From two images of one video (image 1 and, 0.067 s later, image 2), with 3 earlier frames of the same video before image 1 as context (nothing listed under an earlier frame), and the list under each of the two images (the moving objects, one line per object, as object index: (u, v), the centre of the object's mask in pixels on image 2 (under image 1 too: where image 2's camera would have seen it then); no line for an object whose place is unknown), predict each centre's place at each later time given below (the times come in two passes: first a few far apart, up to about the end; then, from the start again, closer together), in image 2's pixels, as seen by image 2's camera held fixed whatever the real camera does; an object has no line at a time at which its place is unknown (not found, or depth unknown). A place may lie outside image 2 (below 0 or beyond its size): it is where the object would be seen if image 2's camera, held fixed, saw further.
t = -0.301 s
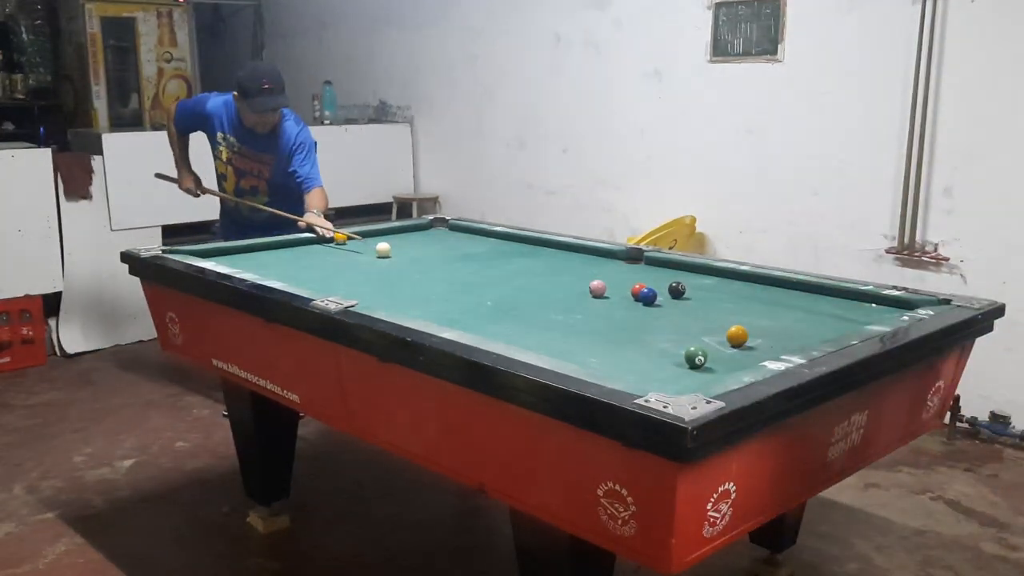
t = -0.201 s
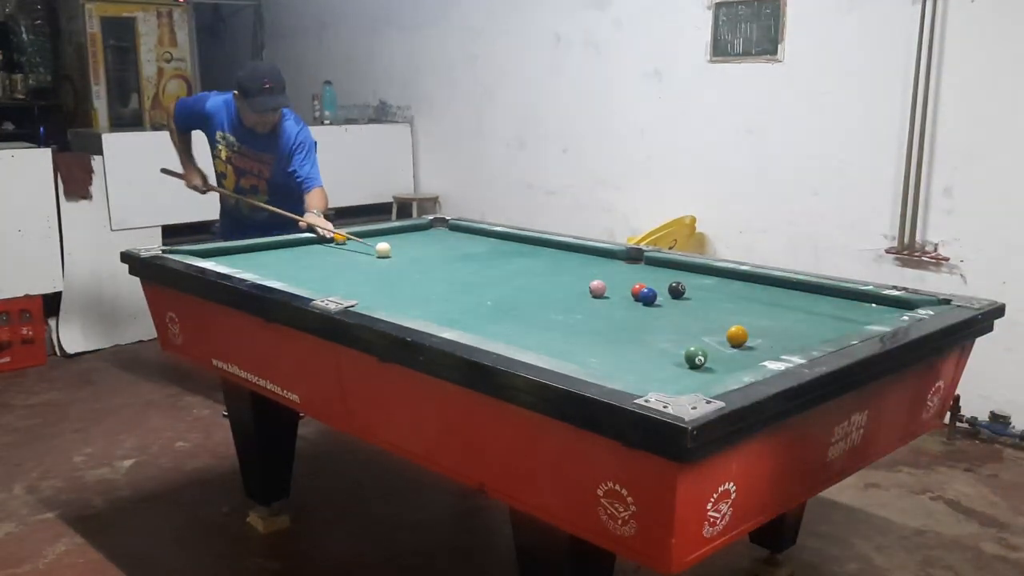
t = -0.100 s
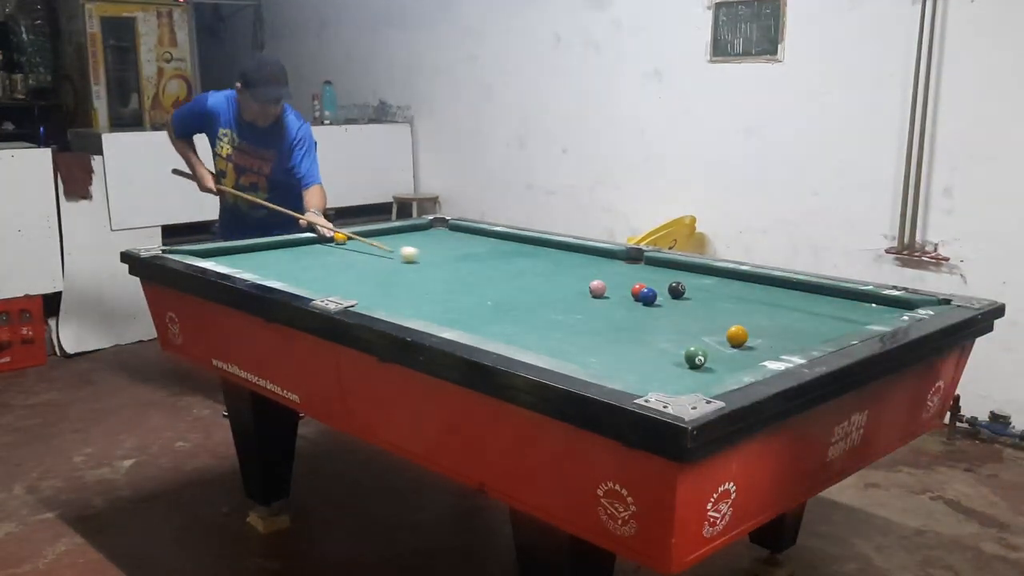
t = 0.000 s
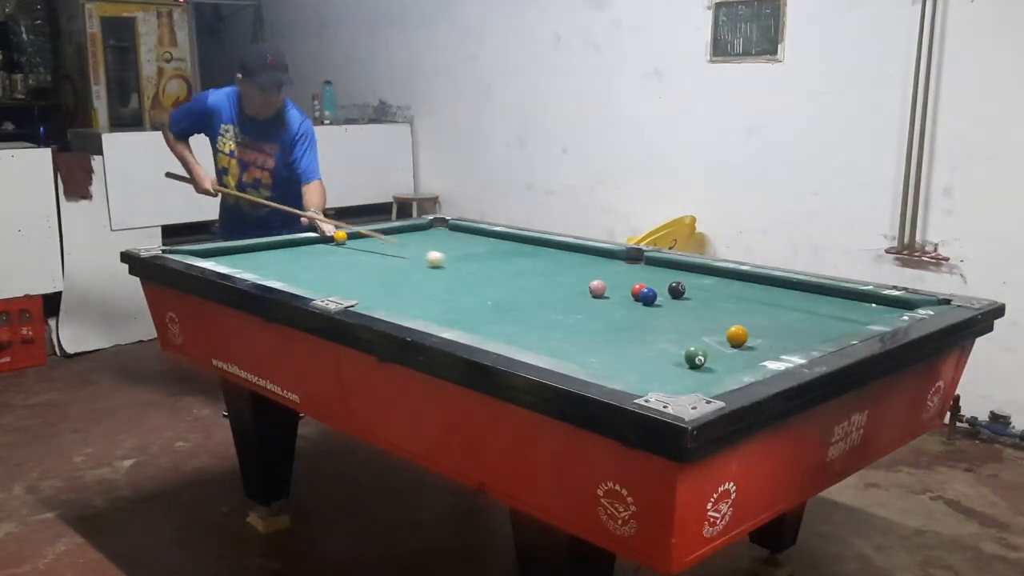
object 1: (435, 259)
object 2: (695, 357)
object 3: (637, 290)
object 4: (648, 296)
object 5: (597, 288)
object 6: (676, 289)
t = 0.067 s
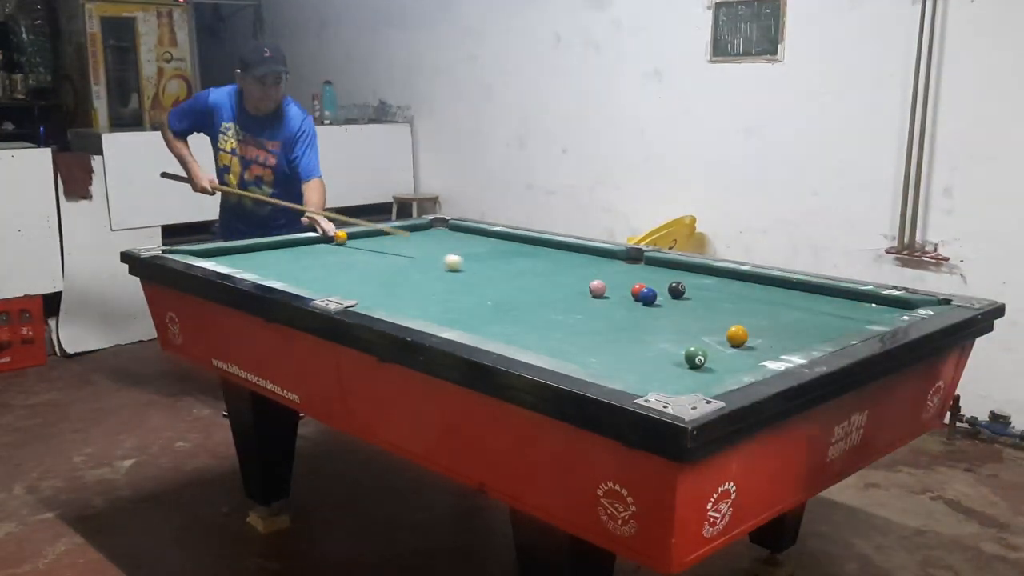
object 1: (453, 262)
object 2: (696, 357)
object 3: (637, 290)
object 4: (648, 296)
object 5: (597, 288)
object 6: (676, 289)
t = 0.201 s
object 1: (490, 270)
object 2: (696, 357)
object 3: (637, 290)
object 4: (648, 296)
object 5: (597, 288)
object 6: (676, 289)
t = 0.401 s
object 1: (551, 281)
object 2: (695, 357)
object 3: (637, 290)
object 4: (648, 296)
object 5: (597, 288)
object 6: (676, 290)
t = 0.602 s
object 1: (587, 292)
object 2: (695, 357)
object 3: (657, 288)
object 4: (649, 297)
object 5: (623, 290)
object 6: (676, 289)
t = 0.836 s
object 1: (611, 303)
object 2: (696, 357)
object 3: (696, 296)
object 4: (653, 300)
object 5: (628, 290)
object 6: (685, 287)
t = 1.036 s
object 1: (633, 314)
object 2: (696, 357)
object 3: (728, 299)
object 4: (657, 304)
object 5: (629, 290)
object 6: (695, 286)
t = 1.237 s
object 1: (657, 326)
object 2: (696, 357)
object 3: (759, 303)
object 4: (661, 306)
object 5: (629, 290)
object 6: (703, 284)
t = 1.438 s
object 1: (682, 338)
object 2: (695, 357)
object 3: (791, 306)
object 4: (664, 309)
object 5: (628, 290)
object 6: (711, 282)
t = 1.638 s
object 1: (711, 350)
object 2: (695, 358)
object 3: (821, 310)
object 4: (668, 311)
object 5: (627, 290)
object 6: (717, 280)
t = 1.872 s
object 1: (749, 358)
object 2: (687, 365)
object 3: (856, 313)
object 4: (671, 314)
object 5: (627, 290)
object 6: (723, 279)
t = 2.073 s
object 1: (734, 359)
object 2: (682, 370)
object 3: (884, 314)
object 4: (675, 316)
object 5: (627, 290)
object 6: (727, 278)
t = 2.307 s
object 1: (711, 354)
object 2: (677, 377)
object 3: (880, 313)
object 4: (678, 317)
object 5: (627, 290)
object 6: (732, 277)
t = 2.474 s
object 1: (696, 351)
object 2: (673, 381)
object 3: (872, 311)
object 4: (681, 318)
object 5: (627, 290)
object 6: (734, 277)
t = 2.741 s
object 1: (673, 346)
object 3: (861, 308)
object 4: (683, 319)
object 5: (627, 290)
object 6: (736, 277)
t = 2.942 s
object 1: (660, 344)
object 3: (854, 306)
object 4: (684, 319)
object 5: (627, 290)
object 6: (735, 278)
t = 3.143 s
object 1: (648, 341)
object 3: (849, 304)
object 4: (684, 319)
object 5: (627, 290)
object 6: (735, 278)
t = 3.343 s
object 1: (638, 339)
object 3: (845, 303)
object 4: (684, 319)
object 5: (627, 290)
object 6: (735, 277)
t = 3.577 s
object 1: (628, 338)
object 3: (842, 302)
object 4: (684, 319)
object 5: (627, 290)
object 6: (734, 278)
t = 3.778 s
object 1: (623, 337)
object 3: (841, 301)
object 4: (684, 319)
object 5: (627, 290)
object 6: (735, 277)
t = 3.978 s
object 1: (619, 336)
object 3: (841, 301)
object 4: (684, 319)
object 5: (627, 290)
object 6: (735, 277)
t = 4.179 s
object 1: (617, 336)
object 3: (841, 301)
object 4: (684, 319)
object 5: (627, 290)
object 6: (735, 277)
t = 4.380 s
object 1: (617, 336)
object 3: (840, 301)
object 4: (684, 319)
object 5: (627, 290)
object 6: (735, 277)
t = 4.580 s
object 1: (617, 336)
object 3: (841, 301)
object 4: (684, 319)
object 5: (627, 290)
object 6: (735, 277)
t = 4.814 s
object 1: (617, 336)
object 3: (840, 301)
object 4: (684, 319)
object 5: (627, 290)
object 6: (735, 277)
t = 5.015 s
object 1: (617, 336)
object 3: (841, 301)
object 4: (684, 319)
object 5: (627, 290)
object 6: (735, 277)
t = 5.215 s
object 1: (617, 336)
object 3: (838, 303)
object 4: (684, 319)
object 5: (627, 290)
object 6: (735, 277)
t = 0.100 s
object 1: (462, 264)
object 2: (696, 357)
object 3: (637, 290)
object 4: (648, 296)
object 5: (597, 288)
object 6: (676, 289)
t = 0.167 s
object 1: (481, 267)
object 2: (695, 357)
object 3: (637, 290)
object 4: (648, 296)
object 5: (597, 288)
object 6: (676, 289)
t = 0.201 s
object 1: (490, 270)
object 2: (696, 357)
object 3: (637, 290)
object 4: (648, 296)
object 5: (597, 288)
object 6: (676, 289)
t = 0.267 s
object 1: (509, 273)
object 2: (696, 357)
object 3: (637, 290)
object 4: (648, 296)
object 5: (597, 288)
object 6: (676, 289)
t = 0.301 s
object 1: (519, 275)
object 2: (695, 357)
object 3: (637, 290)
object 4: (648, 296)
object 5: (597, 288)
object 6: (676, 289)
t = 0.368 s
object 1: (540, 279)
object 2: (695, 357)
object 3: (637, 290)
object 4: (648, 296)
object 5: (597, 288)
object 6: (676, 290)
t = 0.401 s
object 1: (551, 281)
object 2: (695, 357)
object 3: (637, 290)
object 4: (648, 296)
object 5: (597, 288)
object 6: (676, 290)
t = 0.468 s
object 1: (571, 285)
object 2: (695, 357)
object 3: (637, 290)
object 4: (648, 296)
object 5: (597, 288)
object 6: (676, 289)
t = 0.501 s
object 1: (579, 287)
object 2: (695, 357)
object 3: (637, 290)
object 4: (648, 296)
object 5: (601, 288)
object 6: (676, 289)
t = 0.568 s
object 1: (584, 290)
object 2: (695, 357)
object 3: (639, 288)
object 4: (648, 296)
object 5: (622, 290)
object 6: (676, 289)
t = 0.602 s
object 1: (587, 292)
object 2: (695, 357)
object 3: (657, 288)
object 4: (649, 297)
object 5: (623, 290)
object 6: (676, 289)
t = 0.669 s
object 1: (594, 295)
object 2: (696, 357)
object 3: (670, 293)
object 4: (650, 298)
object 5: (625, 290)
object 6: (680, 288)
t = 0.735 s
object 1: (601, 298)
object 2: (696, 357)
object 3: (681, 294)
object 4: (651, 299)
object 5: (626, 290)
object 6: (681, 283)
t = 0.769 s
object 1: (604, 300)
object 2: (696, 357)
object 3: (685, 294)
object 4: (652, 299)
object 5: (627, 290)
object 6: (682, 284)
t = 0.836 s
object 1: (611, 303)
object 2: (696, 357)
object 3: (696, 296)
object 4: (653, 300)
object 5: (628, 290)
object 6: (685, 287)
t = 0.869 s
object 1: (615, 306)
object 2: (696, 357)
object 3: (702, 296)
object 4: (654, 301)
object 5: (628, 290)
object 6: (687, 287)
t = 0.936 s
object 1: (622, 309)
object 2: (696, 357)
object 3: (712, 297)
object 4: (655, 302)
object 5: (629, 289)
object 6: (691, 287)
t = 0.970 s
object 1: (626, 311)
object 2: (696, 357)
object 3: (717, 298)
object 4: (656, 303)
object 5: (629, 290)
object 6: (692, 286)
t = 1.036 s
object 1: (633, 314)
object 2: (696, 357)
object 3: (728, 299)
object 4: (657, 304)
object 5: (629, 290)
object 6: (695, 286)
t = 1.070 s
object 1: (637, 317)
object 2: (696, 357)
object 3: (733, 300)
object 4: (658, 304)
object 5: (629, 290)
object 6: (697, 285)
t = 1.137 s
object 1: (645, 321)
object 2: (696, 357)
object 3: (744, 301)
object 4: (659, 305)
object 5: (629, 290)
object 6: (699, 285)
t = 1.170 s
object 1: (649, 322)
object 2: (696, 357)
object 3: (749, 302)
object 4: (660, 305)
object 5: (629, 290)
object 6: (701, 284)
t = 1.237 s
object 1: (657, 326)
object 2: (696, 357)
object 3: (759, 303)
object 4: (661, 306)
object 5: (629, 290)
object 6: (703, 284)
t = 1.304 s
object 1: (665, 330)
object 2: (696, 357)
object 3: (770, 304)
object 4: (662, 307)
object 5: (629, 289)
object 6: (706, 283)
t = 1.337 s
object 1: (669, 332)
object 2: (696, 357)
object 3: (775, 305)
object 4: (663, 308)
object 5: (628, 290)
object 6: (707, 283)
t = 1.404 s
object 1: (678, 336)
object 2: (695, 357)
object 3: (785, 306)
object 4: (664, 309)
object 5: (628, 290)
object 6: (710, 282)
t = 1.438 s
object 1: (682, 338)
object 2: (695, 357)
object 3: (791, 306)
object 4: (664, 309)
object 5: (628, 290)
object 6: (711, 282)
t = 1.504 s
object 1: (690, 340)
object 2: (696, 356)
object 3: (801, 307)
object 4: (666, 310)
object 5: (628, 290)
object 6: (713, 281)
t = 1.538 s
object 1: (696, 341)
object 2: (695, 356)
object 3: (806, 308)
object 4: (666, 310)
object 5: (628, 290)
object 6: (714, 281)
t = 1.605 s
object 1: (707, 346)
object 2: (696, 356)
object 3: (816, 309)
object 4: (667, 311)
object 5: (627, 290)
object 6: (716, 281)
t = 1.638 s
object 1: (711, 350)
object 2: (695, 358)
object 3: (821, 310)
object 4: (668, 311)
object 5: (627, 290)
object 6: (717, 280)
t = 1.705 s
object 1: (721, 354)
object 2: (692, 359)
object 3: (831, 310)
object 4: (669, 312)
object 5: (627, 290)
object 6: (718, 280)
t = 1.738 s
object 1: (727, 356)
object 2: (691, 361)
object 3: (836, 311)
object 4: (669, 313)
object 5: (627, 290)
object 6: (720, 279)
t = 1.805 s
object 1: (738, 358)
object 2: (689, 362)
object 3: (846, 312)
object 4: (670, 313)
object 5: (627, 290)
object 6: (721, 280)
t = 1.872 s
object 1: (749, 358)
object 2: (687, 365)
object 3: (856, 313)
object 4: (671, 314)
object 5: (627, 290)
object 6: (723, 279)
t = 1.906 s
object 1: (752, 358)
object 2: (686, 366)
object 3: (861, 314)
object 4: (672, 314)
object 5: (627, 290)
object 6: (724, 279)
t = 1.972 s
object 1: (745, 359)
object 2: (684, 368)
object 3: (870, 314)
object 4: (673, 315)
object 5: (627, 290)
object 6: (725, 278)
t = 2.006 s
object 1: (742, 359)
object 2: (684, 369)
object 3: (875, 314)
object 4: (674, 315)
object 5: (627, 290)
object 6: (726, 278)
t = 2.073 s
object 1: (734, 359)
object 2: (682, 370)
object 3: (884, 314)
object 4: (675, 316)
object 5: (627, 290)
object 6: (727, 278)
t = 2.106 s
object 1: (731, 358)
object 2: (681, 371)
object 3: (888, 313)
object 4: (675, 316)
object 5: (627, 290)
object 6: (728, 278)
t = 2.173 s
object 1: (724, 357)
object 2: (680, 373)
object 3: (887, 313)
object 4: (676, 316)
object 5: (627, 290)
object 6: (730, 278)
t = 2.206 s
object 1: (721, 356)
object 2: (679, 374)
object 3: (885, 313)
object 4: (677, 317)
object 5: (627, 290)
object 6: (730, 277)
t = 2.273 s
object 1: (714, 354)
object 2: (677, 377)
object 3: (882, 313)
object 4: (678, 317)
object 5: (627, 290)
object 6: (731, 277)
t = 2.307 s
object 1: (711, 354)
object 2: (677, 377)
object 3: (880, 313)
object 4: (678, 317)
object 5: (627, 290)
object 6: (732, 277)
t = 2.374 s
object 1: (704, 353)
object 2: (675, 379)
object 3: (876, 312)
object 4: (679, 317)
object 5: (627, 290)
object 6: (733, 277)
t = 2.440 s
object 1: (699, 351)
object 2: (674, 380)
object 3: (873, 312)
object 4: (680, 318)
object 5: (627, 290)
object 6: (733, 277)
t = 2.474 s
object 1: (696, 351)
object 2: (673, 381)
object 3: (872, 311)
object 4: (681, 318)
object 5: (627, 290)
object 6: (734, 277)
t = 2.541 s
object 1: (689, 349)
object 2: (672, 382)
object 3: (869, 310)
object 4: (681, 318)
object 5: (627, 290)
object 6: (734, 277)
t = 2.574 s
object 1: (687, 349)
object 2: (671, 383)
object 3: (867, 310)
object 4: (682, 318)
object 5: (627, 290)
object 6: (735, 277)
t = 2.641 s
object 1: (682, 348)
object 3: (865, 309)
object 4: (682, 318)
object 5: (627, 290)
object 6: (735, 277)
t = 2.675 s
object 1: (679, 347)
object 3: (863, 309)
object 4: (683, 318)
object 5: (627, 290)
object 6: (735, 277)
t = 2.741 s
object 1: (673, 346)
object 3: (861, 308)
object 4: (683, 319)
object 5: (627, 290)
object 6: (736, 277)
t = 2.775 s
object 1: (671, 346)
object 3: (859, 308)
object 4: (683, 319)
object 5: (627, 290)
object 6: (736, 277)
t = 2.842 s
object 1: (666, 345)
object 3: (857, 307)
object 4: (684, 319)
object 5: (627, 290)
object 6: (735, 277)
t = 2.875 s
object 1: (664, 344)
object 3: (856, 307)
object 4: (684, 319)
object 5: (627, 290)
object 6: (736, 277)
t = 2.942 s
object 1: (660, 344)
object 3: (854, 306)
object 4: (684, 319)
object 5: (627, 290)
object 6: (735, 278)
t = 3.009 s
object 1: (656, 343)
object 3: (852, 306)
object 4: (684, 319)
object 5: (627, 290)
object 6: (735, 278)
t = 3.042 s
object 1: (654, 342)
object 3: (851, 305)
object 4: (684, 319)
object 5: (627, 290)
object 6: (735, 277)
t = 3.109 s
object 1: (650, 342)
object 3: (850, 305)
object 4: (684, 319)
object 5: (627, 290)
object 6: (735, 277)
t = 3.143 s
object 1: (648, 341)
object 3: (849, 304)
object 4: (684, 319)
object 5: (627, 290)
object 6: (735, 278)
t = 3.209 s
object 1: (644, 341)
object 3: (847, 304)
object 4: (684, 319)
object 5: (627, 290)
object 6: (735, 277)
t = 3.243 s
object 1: (642, 340)
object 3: (846, 304)
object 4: (684, 319)
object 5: (627, 290)
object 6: (735, 277)
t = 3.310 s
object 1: (639, 340)
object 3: (845, 303)
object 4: (684, 319)
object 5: (627, 290)
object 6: (734, 278)
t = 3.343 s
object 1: (638, 339)
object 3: (845, 303)
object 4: (684, 319)
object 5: (627, 290)
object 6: (735, 277)
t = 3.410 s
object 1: (635, 339)
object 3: (844, 303)
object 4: (684, 319)
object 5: (627, 290)
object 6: (734, 278)
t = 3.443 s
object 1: (633, 339)
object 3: (844, 303)
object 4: (684, 319)
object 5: (627, 290)
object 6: (734, 278)
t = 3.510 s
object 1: (631, 338)
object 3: (843, 302)
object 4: (684, 319)
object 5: (627, 290)
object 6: (734, 278)
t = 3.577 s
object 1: (628, 338)
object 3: (842, 302)
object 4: (684, 319)
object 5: (627, 290)
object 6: (734, 278)
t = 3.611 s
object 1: (627, 338)
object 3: (842, 302)
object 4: (684, 319)
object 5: (627, 290)
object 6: (734, 278)
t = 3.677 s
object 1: (625, 337)
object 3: (842, 302)
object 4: (684, 319)
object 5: (627, 290)
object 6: (735, 277)
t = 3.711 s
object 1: (624, 337)
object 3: (841, 301)
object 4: (684, 319)
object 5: (627, 290)
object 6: (734, 278)
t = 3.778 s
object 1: (623, 337)
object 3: (841, 301)
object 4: (684, 319)
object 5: (627, 290)
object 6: (735, 277)
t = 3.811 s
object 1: (622, 337)
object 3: (841, 302)
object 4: (684, 319)
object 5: (627, 290)
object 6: (734, 278)
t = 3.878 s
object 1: (620, 337)
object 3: (841, 301)
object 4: (684, 319)
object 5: (627, 290)
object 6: (735, 278)
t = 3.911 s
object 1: (620, 336)
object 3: (840, 301)
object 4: (684, 319)
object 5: (627, 290)
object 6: (735, 277)
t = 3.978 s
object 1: (619, 336)
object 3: (841, 301)
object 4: (684, 319)
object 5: (627, 290)
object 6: (735, 277)
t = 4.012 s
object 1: (618, 336)
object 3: (841, 301)
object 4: (684, 319)
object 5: (627, 290)
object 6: (735, 277)
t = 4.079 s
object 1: (617, 336)
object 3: (840, 301)
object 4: (684, 319)
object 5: (627, 290)
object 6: (735, 277)
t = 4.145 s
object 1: (617, 336)
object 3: (841, 301)
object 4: (684, 319)
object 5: (627, 290)
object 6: (735, 277)
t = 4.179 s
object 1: (617, 336)
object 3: (841, 301)
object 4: (684, 319)
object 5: (627, 290)
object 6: (735, 277)
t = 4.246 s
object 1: (617, 336)
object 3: (841, 301)
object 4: (684, 319)
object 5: (627, 290)
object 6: (735, 277)
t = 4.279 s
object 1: (617, 336)
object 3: (841, 301)
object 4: (684, 319)
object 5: (627, 290)
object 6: (735, 277)
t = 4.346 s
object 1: (617, 336)
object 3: (841, 301)
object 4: (684, 319)
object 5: (627, 290)
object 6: (735, 277)
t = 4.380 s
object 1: (617, 336)
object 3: (840, 301)
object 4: (684, 319)
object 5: (627, 290)
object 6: (735, 277)
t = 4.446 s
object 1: (617, 336)
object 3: (841, 301)
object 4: (684, 319)
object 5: (627, 290)
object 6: (735, 277)
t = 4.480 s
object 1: (617, 336)
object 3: (840, 301)
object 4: (684, 319)
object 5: (627, 290)
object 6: (735, 277)
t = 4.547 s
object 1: (617, 336)
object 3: (841, 301)
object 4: (684, 319)
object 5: (627, 290)
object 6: (735, 277)
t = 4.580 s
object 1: (617, 336)
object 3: (841, 301)
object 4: (684, 319)
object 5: (627, 290)
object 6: (735, 277)
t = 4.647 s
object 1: (617, 336)
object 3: (841, 301)
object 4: (684, 319)
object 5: (627, 290)
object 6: (735, 277)
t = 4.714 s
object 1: (617, 336)
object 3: (840, 301)
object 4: (684, 319)
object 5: (627, 290)
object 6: (735, 277)
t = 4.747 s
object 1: (617, 336)
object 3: (841, 301)
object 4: (684, 319)
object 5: (627, 290)
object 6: (735, 277)
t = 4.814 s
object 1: (617, 336)
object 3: (840, 301)
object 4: (684, 319)
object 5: (627, 290)
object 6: (735, 277)
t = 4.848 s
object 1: (617, 336)
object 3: (840, 301)
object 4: (684, 319)
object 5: (627, 290)
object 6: (734, 277)
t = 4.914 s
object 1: (617, 336)
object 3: (840, 301)
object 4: (684, 319)
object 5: (627, 290)
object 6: (734, 277)
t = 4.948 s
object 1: (617, 336)
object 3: (841, 301)
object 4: (684, 319)
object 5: (627, 290)
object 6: (735, 277)
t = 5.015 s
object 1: (617, 336)
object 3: (841, 301)
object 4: (684, 319)
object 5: (627, 290)
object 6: (735, 277)
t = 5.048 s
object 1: (617, 336)
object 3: (841, 301)
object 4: (684, 319)
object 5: (627, 290)
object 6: (735, 277)
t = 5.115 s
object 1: (617, 336)
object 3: (841, 301)
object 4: (684, 319)
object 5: (627, 290)
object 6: (735, 277)
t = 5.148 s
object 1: (617, 336)
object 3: (841, 301)
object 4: (684, 319)
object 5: (627, 290)
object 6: (735, 277)
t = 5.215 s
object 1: (617, 336)
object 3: (838, 303)
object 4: (684, 319)
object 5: (627, 290)
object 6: (735, 277)
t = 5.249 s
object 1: (617, 336)
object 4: (684, 319)
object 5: (627, 290)
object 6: (735, 277)
